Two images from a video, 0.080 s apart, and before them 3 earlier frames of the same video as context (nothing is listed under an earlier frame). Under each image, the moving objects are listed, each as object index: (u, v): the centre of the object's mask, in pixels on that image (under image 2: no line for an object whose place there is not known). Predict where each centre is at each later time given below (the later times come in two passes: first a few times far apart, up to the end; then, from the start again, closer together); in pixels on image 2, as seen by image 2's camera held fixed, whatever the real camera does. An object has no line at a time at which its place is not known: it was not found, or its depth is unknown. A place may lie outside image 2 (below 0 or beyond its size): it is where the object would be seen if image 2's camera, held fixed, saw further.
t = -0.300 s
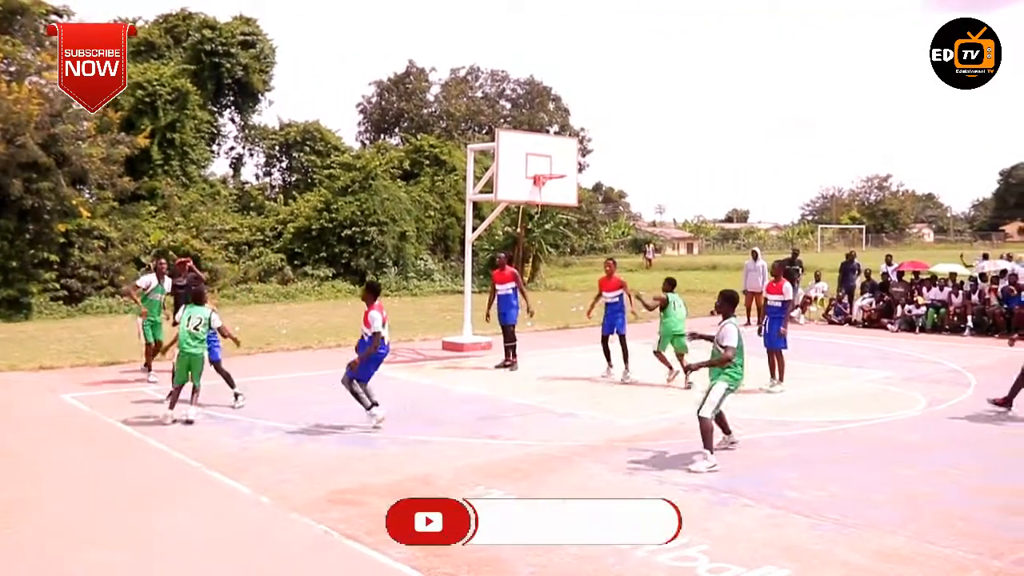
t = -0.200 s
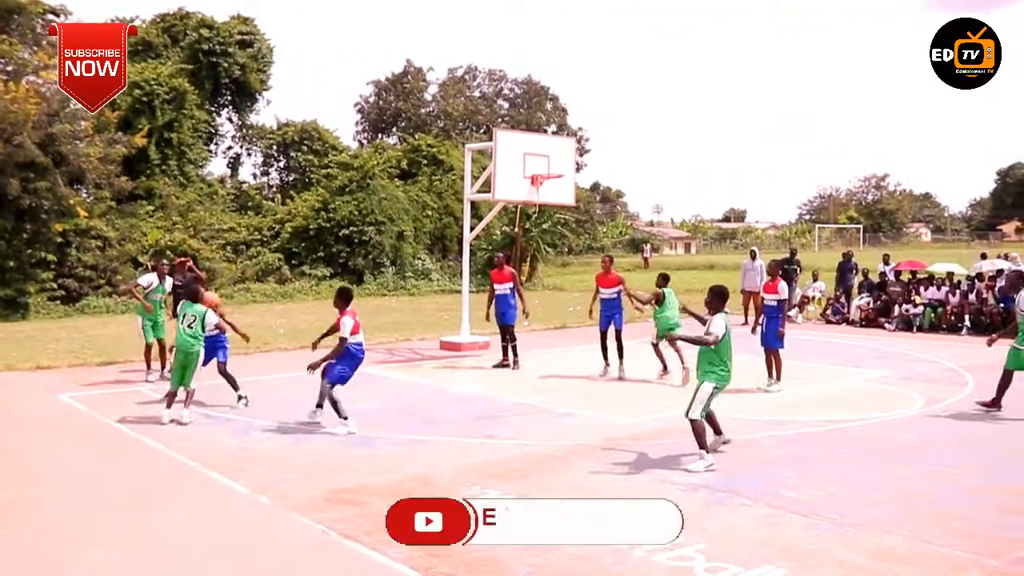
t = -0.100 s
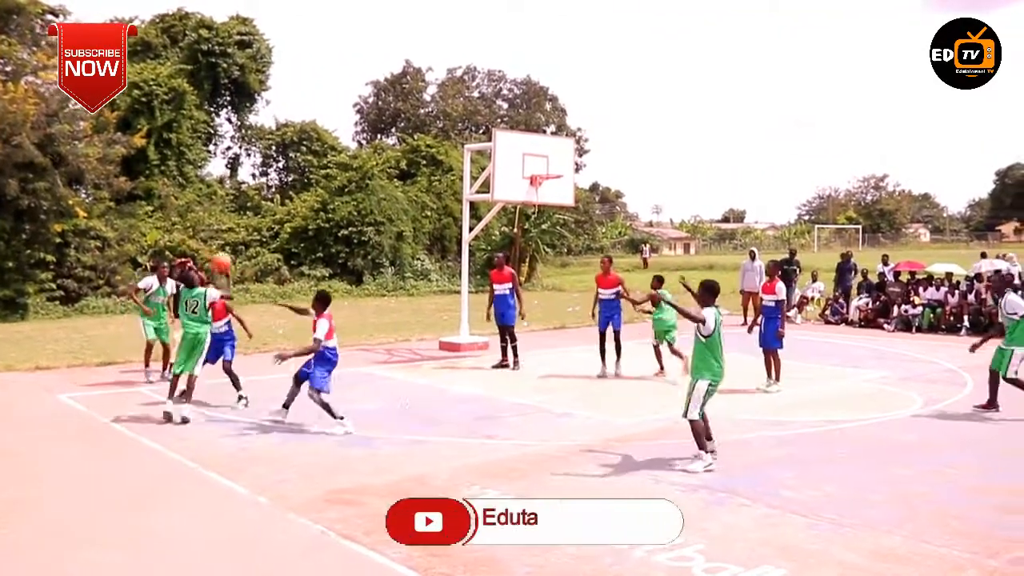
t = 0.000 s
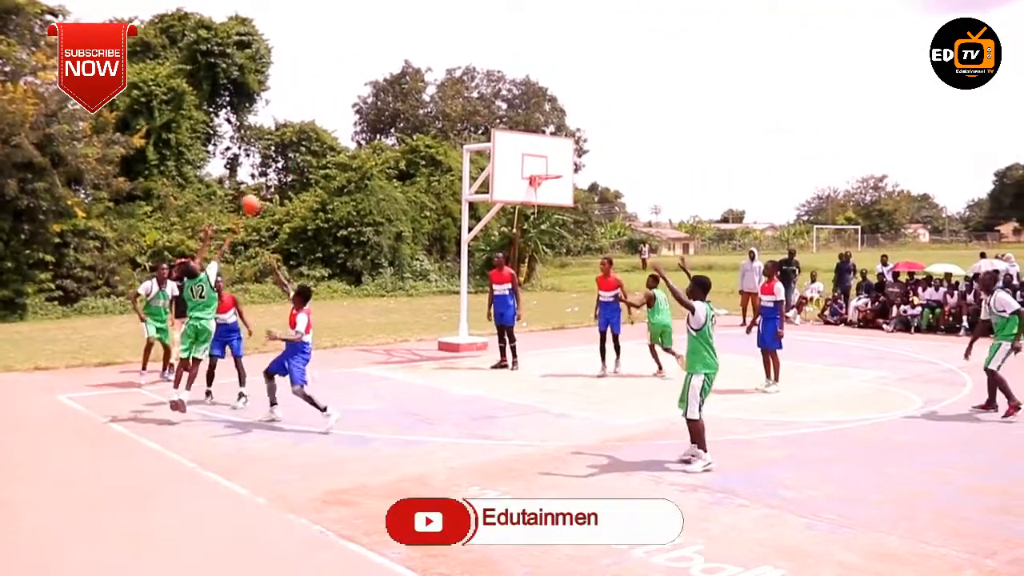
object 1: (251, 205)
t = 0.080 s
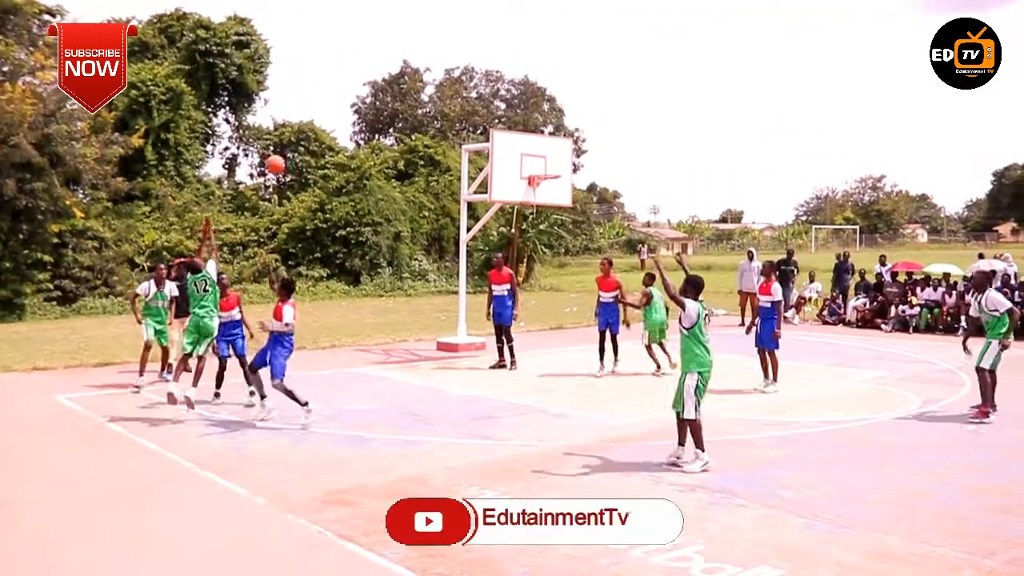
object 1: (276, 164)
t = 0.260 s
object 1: (329, 101)
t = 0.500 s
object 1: (391, 60)
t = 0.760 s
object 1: (449, 65)
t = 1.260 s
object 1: (540, 173)
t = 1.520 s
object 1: (533, 160)
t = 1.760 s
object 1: (503, 166)
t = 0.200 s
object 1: (311, 119)
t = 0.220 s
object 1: (317, 113)
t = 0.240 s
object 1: (323, 107)
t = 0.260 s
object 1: (329, 101)
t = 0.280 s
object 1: (334, 95)
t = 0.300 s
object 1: (340, 91)
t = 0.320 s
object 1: (345, 86)
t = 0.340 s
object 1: (350, 82)
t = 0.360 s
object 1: (356, 78)
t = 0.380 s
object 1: (361, 75)
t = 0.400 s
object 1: (366, 72)
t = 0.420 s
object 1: (371, 69)
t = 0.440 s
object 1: (376, 66)
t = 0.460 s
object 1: (381, 64)
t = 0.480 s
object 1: (386, 62)
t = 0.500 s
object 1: (391, 60)
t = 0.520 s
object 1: (396, 59)
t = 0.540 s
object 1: (401, 59)
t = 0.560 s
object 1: (405, 58)
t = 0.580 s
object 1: (410, 58)
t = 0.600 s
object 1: (414, 57)
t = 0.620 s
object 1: (419, 57)
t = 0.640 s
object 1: (424, 58)
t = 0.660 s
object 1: (428, 58)
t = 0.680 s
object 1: (432, 59)
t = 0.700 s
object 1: (436, 60)
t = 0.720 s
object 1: (441, 61)
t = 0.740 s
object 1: (445, 64)
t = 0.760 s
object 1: (449, 65)
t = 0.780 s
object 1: (453, 68)
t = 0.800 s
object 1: (456, 70)
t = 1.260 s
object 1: (540, 173)
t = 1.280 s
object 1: (544, 173)
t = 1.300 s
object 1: (549, 174)
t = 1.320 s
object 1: (553, 175)
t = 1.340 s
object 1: (552, 174)
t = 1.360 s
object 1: (552, 173)
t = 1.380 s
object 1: (551, 173)
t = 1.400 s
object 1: (548, 169)
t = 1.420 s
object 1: (546, 167)
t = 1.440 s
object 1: (543, 166)
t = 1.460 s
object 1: (541, 164)
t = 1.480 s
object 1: (539, 162)
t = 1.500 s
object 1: (535, 161)
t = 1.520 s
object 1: (533, 160)
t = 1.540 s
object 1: (531, 160)
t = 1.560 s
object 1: (528, 159)
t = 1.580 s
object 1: (525, 159)
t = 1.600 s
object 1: (522, 159)
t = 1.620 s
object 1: (520, 159)
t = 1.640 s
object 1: (518, 159)
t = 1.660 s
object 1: (515, 160)
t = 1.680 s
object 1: (513, 160)
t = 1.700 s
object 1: (510, 162)
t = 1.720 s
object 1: (508, 163)
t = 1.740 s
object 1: (505, 165)
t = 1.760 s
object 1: (503, 166)
